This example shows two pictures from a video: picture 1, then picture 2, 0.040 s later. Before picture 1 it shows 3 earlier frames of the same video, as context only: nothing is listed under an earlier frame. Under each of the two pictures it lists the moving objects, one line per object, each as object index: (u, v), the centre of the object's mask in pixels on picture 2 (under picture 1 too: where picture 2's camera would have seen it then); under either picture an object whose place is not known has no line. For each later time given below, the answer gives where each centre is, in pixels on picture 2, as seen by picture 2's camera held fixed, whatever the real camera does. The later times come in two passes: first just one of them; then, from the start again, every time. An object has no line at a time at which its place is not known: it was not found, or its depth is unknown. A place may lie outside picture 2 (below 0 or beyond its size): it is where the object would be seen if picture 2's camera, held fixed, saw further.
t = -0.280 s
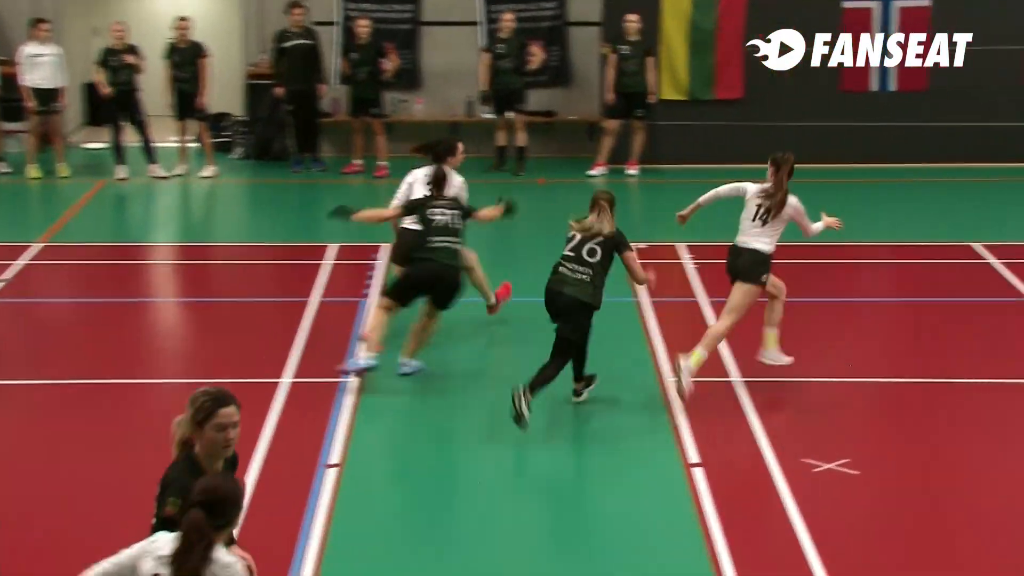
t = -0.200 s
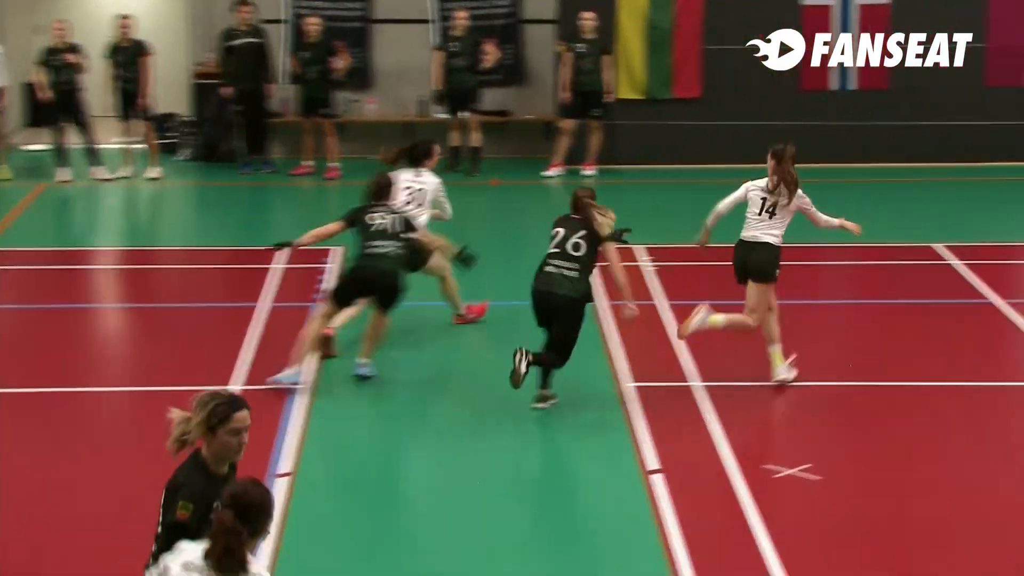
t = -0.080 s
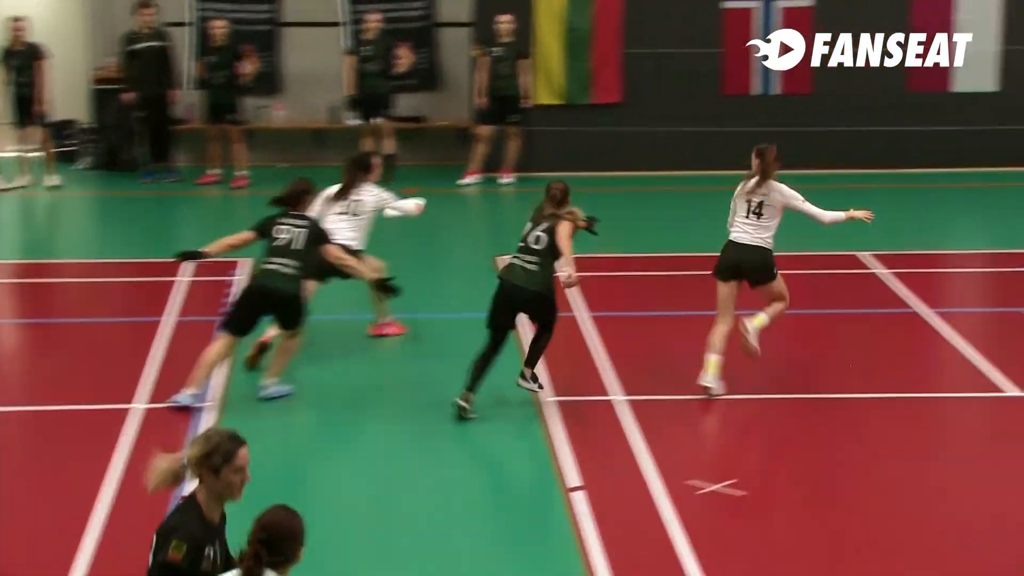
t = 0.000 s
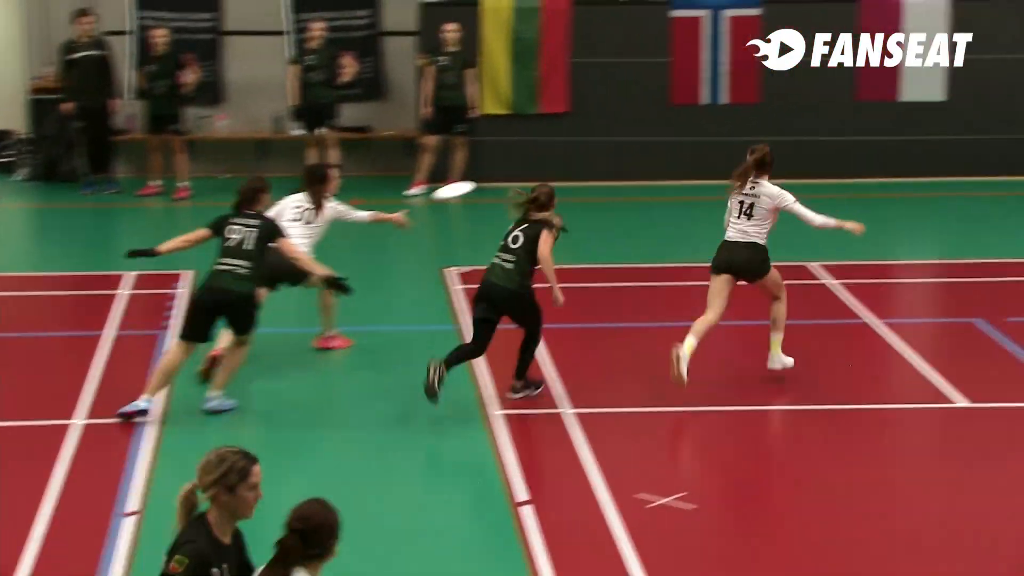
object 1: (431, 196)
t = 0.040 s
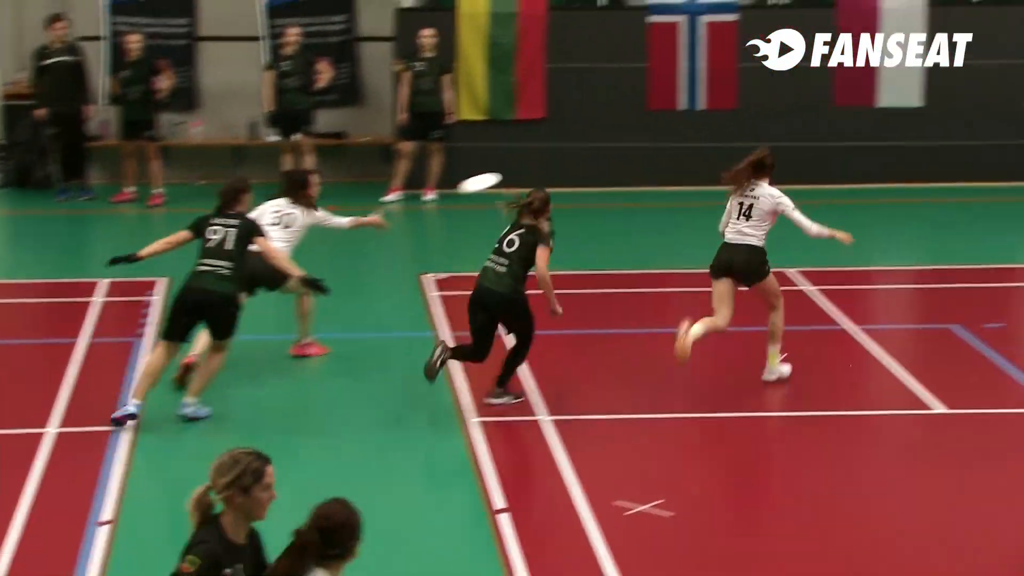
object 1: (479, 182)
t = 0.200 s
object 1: (660, 133)
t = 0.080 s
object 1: (527, 170)
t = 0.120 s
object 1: (573, 157)
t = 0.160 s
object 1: (617, 145)
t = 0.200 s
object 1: (660, 133)
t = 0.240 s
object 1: (702, 122)
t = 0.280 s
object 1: (744, 111)
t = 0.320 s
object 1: (784, 102)
